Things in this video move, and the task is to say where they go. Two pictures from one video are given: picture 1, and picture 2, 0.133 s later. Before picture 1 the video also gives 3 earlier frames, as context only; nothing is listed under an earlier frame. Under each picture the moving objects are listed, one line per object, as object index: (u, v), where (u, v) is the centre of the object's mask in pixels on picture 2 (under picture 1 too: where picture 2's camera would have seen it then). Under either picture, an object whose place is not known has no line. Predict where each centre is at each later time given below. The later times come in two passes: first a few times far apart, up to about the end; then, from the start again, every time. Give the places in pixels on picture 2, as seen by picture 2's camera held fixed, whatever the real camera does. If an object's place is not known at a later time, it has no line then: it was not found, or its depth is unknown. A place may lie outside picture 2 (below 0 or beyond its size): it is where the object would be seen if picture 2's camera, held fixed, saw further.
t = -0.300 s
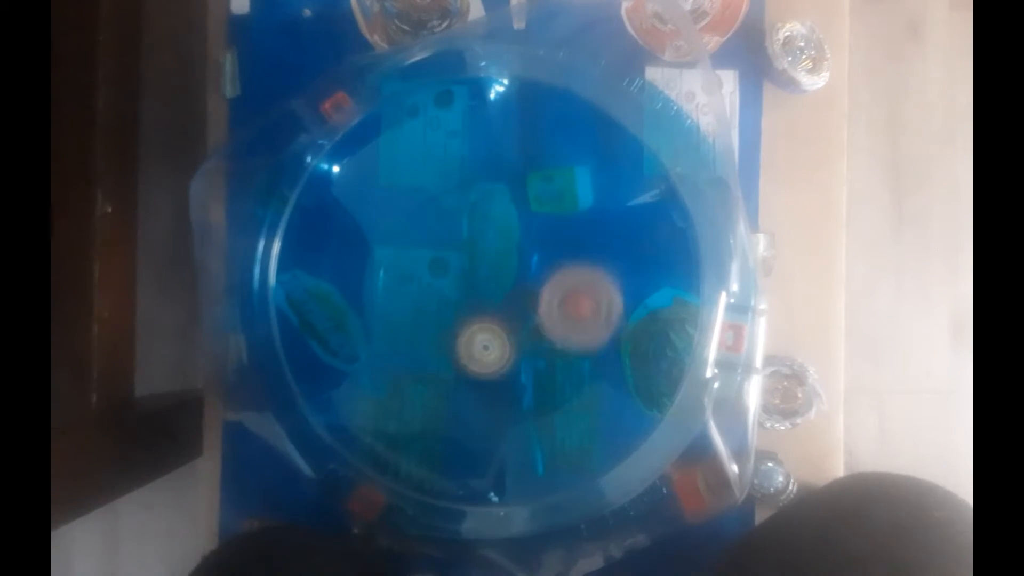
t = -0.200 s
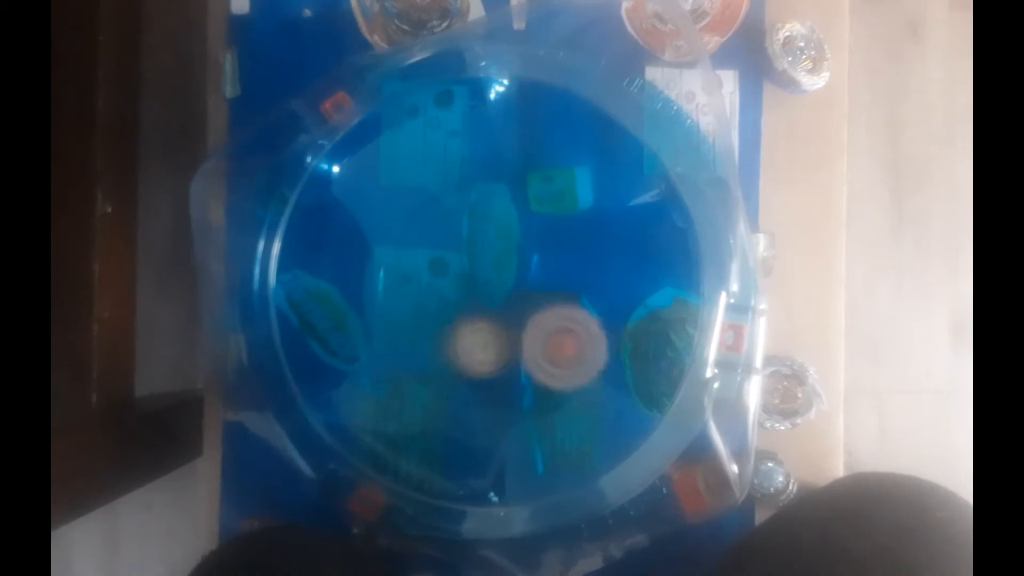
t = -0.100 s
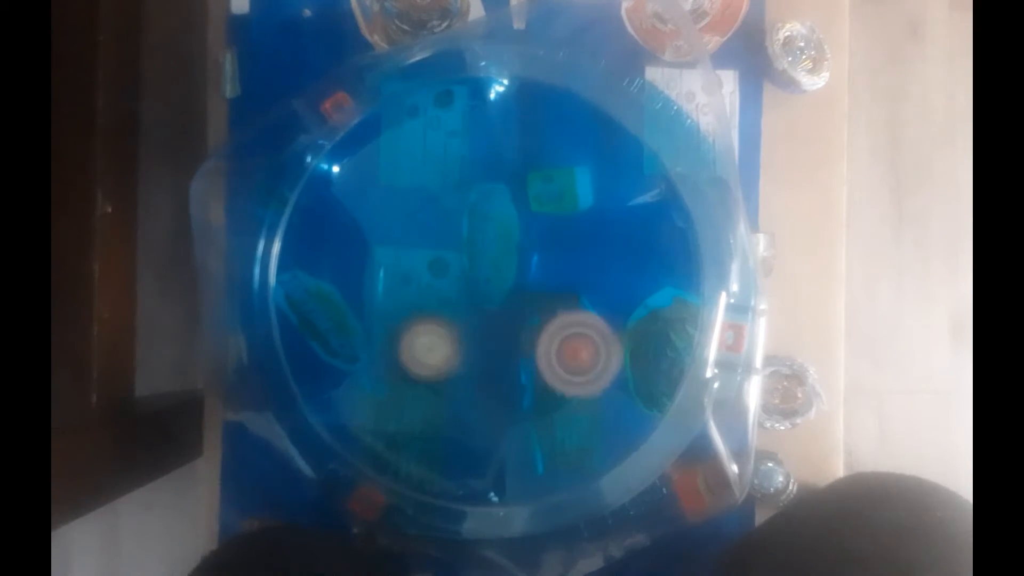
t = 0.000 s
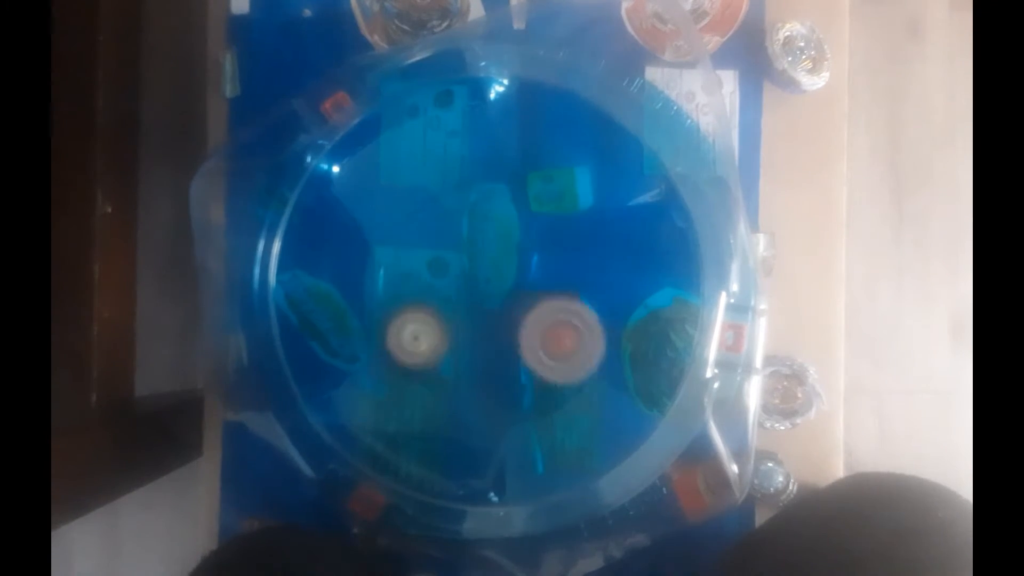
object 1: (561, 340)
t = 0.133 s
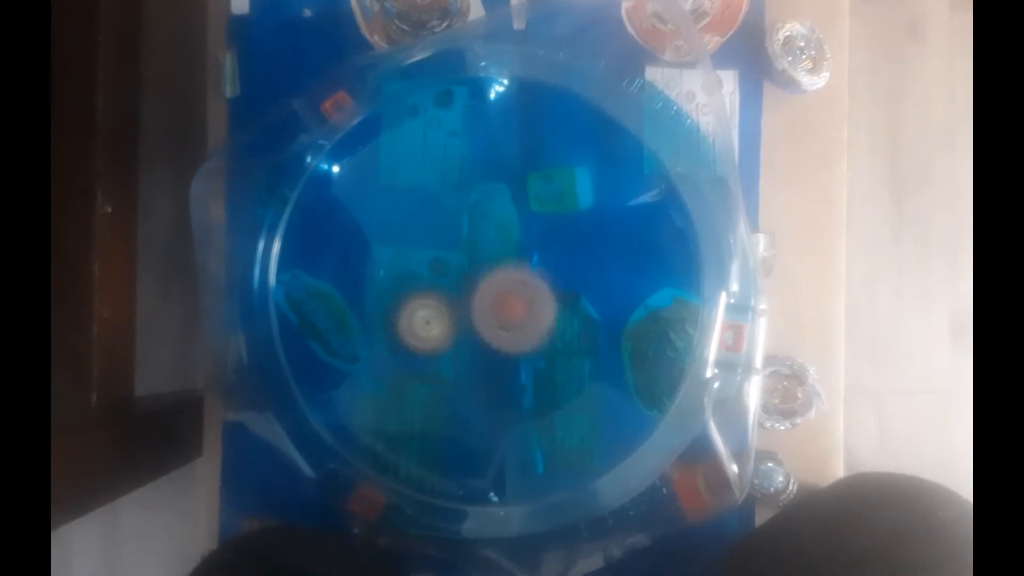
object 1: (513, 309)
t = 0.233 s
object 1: (582, 248)
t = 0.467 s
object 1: (642, 209)
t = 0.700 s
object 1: (594, 271)
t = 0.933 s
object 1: (472, 329)
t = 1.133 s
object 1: (394, 284)
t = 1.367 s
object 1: (445, 206)
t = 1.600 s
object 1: (545, 227)
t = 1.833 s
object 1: (550, 305)
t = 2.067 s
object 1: (456, 325)
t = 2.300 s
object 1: (412, 253)
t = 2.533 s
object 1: (429, 238)
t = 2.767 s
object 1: (318, 292)
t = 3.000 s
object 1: (283, 342)
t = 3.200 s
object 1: (307, 356)
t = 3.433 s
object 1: (299, 357)
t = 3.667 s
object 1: (282, 363)
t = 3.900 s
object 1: (294, 358)
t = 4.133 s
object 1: (380, 328)
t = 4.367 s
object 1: (409, 330)
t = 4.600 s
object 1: (489, 270)
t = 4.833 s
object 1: (470, 282)
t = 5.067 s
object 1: (419, 331)
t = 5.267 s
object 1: (457, 312)
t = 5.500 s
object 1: (485, 297)
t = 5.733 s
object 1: (523, 309)
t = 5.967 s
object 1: (554, 298)
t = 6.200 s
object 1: (535, 266)
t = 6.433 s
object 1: (509, 235)
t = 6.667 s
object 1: (465, 210)
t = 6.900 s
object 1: (246, 357)
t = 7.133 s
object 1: (256, 270)
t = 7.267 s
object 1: (289, 227)
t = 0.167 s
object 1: (532, 288)
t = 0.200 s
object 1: (559, 265)
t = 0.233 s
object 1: (582, 248)
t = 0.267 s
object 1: (600, 232)
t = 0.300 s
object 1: (612, 221)
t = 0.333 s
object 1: (624, 212)
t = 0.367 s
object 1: (633, 207)
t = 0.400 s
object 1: (637, 206)
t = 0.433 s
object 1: (640, 206)
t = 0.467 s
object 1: (642, 209)
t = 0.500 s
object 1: (642, 213)
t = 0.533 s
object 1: (641, 220)
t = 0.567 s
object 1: (636, 227)
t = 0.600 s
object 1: (629, 238)
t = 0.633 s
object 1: (619, 249)
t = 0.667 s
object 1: (608, 260)
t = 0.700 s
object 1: (594, 271)
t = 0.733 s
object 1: (578, 284)
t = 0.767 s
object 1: (562, 296)
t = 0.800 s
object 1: (543, 308)
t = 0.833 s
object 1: (526, 315)
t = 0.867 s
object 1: (508, 322)
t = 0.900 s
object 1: (491, 327)
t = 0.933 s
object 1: (472, 329)
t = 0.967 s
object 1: (455, 328)
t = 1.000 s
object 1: (439, 324)
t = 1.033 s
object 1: (424, 317)
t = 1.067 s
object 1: (411, 308)
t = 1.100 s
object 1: (401, 296)
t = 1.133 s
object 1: (394, 284)
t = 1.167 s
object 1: (390, 269)
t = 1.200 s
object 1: (389, 255)
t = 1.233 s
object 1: (393, 240)
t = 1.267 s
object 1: (402, 229)
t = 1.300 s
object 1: (415, 219)
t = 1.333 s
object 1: (430, 212)
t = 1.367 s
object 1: (445, 206)
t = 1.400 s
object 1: (463, 202)
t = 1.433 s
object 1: (481, 200)
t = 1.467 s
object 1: (497, 201)
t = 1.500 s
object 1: (511, 204)
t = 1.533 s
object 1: (524, 210)
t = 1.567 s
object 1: (535, 218)
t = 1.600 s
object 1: (545, 227)
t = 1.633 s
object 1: (551, 238)
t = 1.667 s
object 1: (555, 250)
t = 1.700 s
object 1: (556, 261)
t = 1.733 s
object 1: (554, 272)
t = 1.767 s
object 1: (556, 283)
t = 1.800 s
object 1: (555, 295)
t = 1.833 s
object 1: (550, 305)
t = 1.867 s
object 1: (542, 314)
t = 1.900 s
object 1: (531, 321)
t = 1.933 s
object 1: (518, 327)
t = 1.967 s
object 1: (504, 330)
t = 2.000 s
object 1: (488, 331)
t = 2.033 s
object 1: (472, 330)
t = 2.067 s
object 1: (456, 325)
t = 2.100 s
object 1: (441, 319)
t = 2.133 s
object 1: (429, 310)
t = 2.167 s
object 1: (418, 299)
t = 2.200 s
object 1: (411, 288)
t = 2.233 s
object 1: (407, 275)
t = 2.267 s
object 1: (408, 263)
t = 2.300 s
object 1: (412, 253)
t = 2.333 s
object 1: (417, 244)
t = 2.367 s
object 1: (413, 239)
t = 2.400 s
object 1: (409, 235)
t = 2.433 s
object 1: (410, 233)
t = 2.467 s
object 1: (413, 233)
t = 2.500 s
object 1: (420, 234)
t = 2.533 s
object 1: (429, 238)
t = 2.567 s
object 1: (440, 241)
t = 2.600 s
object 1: (437, 247)
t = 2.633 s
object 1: (405, 255)
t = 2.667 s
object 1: (380, 263)
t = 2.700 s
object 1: (358, 273)
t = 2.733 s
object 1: (338, 282)
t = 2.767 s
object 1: (318, 292)
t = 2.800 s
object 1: (297, 302)
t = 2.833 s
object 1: (274, 313)
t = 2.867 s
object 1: (256, 323)
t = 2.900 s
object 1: (257, 329)
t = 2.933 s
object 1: (267, 332)
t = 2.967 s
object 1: (276, 336)
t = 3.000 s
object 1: (283, 342)
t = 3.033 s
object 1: (290, 346)
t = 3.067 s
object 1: (295, 351)
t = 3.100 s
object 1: (300, 356)
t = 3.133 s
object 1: (302, 360)
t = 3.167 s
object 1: (305, 358)
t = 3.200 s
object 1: (307, 356)
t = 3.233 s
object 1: (307, 354)
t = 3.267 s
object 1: (307, 353)
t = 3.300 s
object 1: (306, 353)
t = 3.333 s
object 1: (305, 353)
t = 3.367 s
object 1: (303, 353)
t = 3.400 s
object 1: (301, 355)
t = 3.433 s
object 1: (299, 357)
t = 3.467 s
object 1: (297, 360)
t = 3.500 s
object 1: (294, 360)
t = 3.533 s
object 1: (291, 359)
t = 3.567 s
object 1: (288, 359)
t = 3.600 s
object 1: (285, 359)
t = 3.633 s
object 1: (282, 361)
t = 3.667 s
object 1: (282, 363)
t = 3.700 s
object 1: (278, 362)
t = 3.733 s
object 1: (276, 360)
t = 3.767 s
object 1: (275, 359)
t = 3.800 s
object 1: (276, 359)
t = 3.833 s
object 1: (279, 358)
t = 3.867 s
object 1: (286, 358)
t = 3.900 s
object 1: (294, 358)
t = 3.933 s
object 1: (303, 356)
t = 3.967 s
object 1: (314, 354)
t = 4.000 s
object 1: (325, 352)
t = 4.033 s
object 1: (340, 347)
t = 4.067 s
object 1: (352, 342)
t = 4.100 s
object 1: (365, 336)
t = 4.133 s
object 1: (380, 328)
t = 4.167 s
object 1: (396, 318)
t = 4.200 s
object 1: (395, 321)
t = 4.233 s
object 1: (386, 330)
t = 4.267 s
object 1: (385, 334)
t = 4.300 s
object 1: (388, 335)
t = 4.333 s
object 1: (396, 334)
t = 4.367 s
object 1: (409, 330)
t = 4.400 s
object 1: (422, 323)
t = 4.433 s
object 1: (435, 316)
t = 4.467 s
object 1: (449, 306)
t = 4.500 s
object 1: (461, 296)
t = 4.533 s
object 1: (473, 286)
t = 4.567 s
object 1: (482, 278)
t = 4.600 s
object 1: (489, 270)
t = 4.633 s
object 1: (495, 265)
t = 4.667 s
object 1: (500, 262)
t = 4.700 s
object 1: (503, 263)
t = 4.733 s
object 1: (500, 267)
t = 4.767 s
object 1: (489, 272)
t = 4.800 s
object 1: (479, 277)
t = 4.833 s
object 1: (470, 282)
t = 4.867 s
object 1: (461, 287)
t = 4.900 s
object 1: (454, 294)
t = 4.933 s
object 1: (444, 304)
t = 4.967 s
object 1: (432, 314)
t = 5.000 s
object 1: (424, 321)
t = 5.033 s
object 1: (420, 328)
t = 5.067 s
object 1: (419, 331)
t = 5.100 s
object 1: (423, 331)
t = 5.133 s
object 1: (428, 328)
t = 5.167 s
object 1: (433, 323)
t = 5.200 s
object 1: (440, 319)
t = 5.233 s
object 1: (449, 317)
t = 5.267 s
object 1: (457, 312)
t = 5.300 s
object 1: (463, 307)
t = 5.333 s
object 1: (469, 303)
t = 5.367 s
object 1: (473, 298)
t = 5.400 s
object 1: (476, 296)
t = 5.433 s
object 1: (479, 295)
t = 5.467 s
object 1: (482, 295)
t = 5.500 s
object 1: (485, 297)
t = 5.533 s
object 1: (488, 300)
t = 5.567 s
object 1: (490, 304)
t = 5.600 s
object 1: (492, 309)
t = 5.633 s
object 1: (494, 313)
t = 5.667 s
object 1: (502, 313)
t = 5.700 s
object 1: (513, 311)
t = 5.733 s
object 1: (523, 309)
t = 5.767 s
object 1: (532, 307)
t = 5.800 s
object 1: (539, 305)
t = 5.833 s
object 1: (546, 303)
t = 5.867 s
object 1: (550, 301)
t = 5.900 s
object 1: (553, 300)
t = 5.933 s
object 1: (554, 298)
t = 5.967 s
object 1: (554, 298)
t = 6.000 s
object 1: (552, 297)
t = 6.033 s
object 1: (549, 296)
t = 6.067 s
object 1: (545, 295)
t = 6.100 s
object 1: (541, 291)
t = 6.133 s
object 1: (540, 282)
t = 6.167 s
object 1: (538, 274)
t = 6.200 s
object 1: (535, 266)
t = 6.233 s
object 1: (532, 261)
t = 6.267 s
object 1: (529, 256)
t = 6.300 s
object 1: (525, 251)
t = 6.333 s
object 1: (522, 247)
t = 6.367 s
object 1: (518, 243)
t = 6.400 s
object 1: (514, 240)
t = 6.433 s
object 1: (509, 235)
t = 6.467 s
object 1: (500, 228)
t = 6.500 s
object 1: (492, 222)
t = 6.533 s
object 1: (484, 217)
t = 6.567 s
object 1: (478, 214)
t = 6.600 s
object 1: (473, 211)
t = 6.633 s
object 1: (469, 210)
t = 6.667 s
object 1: (465, 210)
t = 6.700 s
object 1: (462, 211)
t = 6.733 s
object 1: (426, 229)
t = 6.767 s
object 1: (390, 252)
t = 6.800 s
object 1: (351, 277)
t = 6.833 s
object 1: (312, 317)
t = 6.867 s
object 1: (265, 345)
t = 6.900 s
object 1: (246, 357)
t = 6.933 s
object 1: (255, 369)
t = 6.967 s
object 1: (255, 365)
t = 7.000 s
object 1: (255, 341)
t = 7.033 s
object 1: (250, 326)
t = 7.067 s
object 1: (254, 306)
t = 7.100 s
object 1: (256, 286)
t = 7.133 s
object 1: (256, 270)
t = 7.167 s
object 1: (266, 254)
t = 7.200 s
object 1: (273, 240)
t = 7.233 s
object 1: (283, 227)
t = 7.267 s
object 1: (289, 227)
